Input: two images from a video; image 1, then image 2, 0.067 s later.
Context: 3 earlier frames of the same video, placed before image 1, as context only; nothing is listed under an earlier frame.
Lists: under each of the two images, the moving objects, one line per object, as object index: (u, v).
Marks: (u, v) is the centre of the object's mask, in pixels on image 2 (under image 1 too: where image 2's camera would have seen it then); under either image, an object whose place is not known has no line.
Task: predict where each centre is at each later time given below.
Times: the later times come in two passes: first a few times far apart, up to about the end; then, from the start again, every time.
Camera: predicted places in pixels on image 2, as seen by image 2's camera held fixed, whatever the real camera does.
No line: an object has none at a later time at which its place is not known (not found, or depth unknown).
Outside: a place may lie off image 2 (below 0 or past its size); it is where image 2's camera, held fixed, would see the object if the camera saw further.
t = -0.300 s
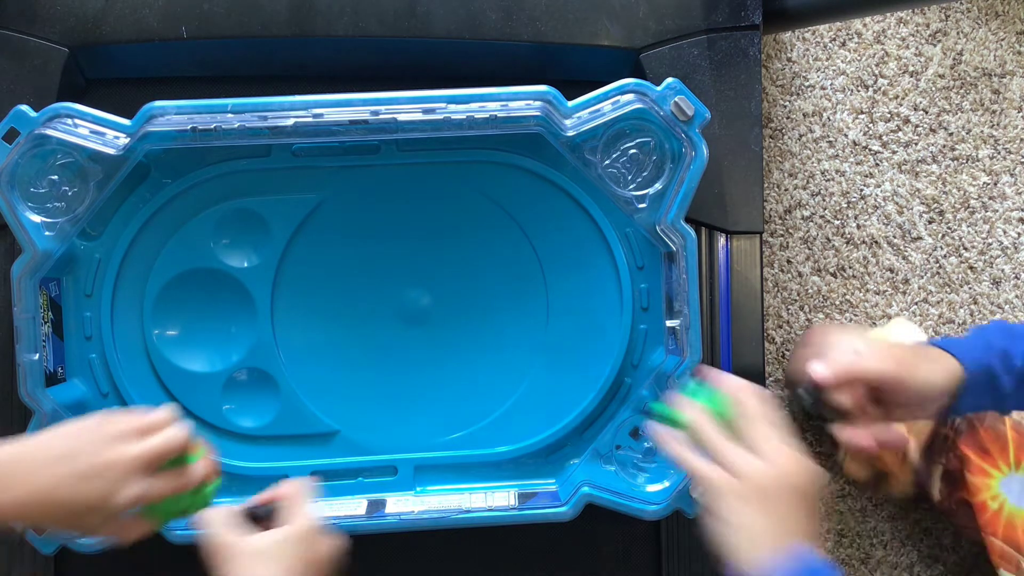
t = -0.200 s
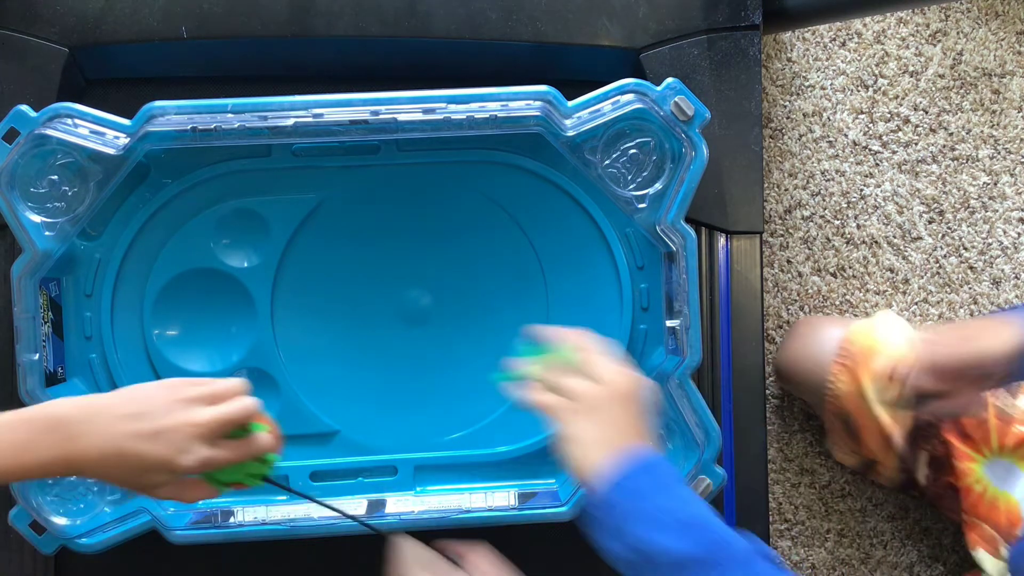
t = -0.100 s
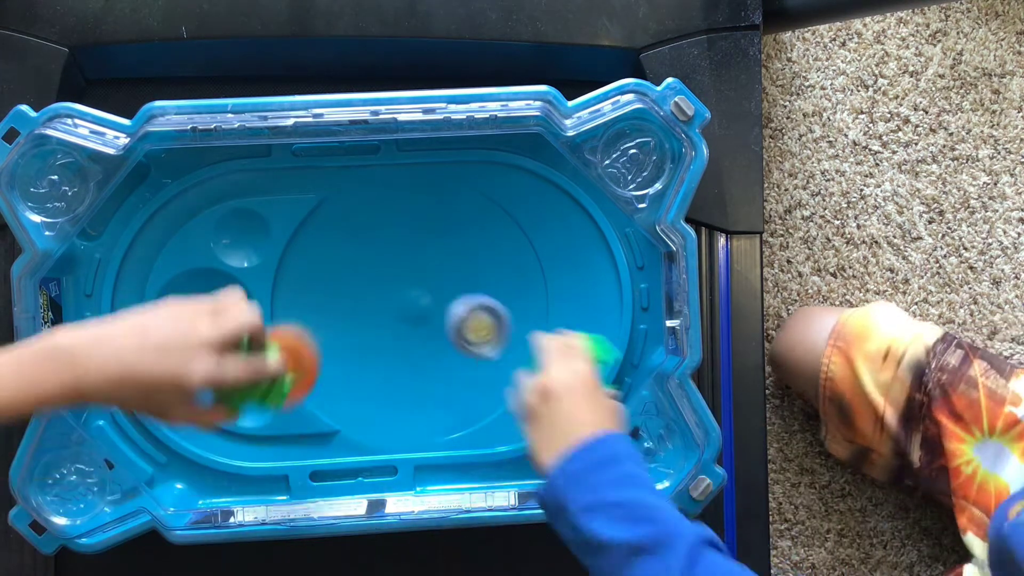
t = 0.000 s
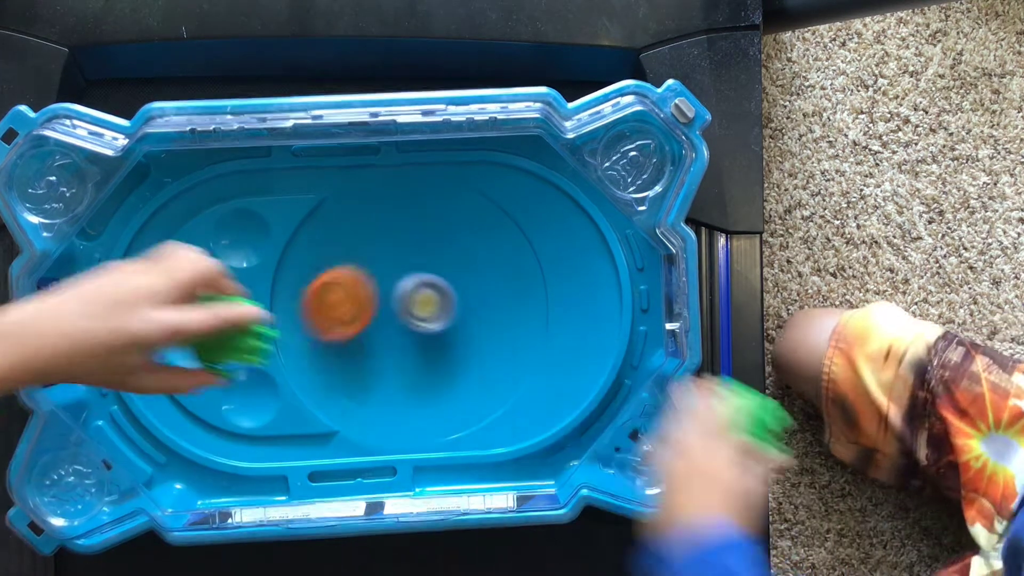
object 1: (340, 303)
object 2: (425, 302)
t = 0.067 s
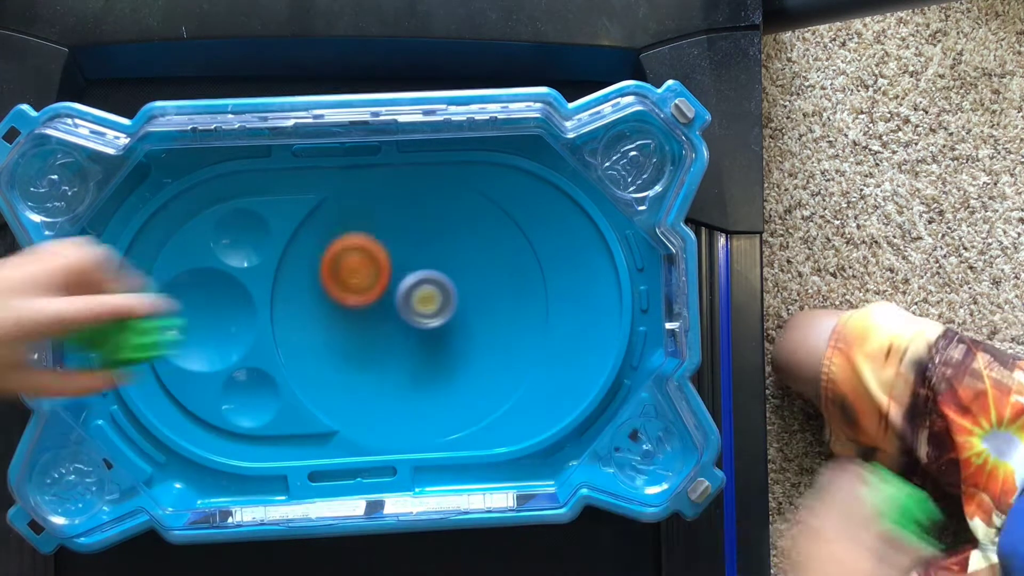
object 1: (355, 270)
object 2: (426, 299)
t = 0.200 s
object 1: (386, 237)
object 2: (466, 294)
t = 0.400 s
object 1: (421, 275)
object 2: (528, 304)
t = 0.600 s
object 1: (345, 330)
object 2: (603, 357)
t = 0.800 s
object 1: (330, 370)
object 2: (528, 367)
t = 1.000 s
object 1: (349, 363)
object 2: (427, 376)
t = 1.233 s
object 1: (299, 328)
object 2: (473, 415)
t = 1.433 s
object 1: (343, 315)
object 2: (455, 398)
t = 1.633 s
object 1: (341, 317)
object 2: (467, 398)
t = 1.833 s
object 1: (319, 320)
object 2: (477, 388)
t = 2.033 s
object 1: (354, 338)
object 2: (395, 404)
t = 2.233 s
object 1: (361, 327)
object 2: (350, 443)
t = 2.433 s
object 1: (378, 360)
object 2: (279, 445)
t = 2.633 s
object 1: (383, 390)
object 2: (202, 433)
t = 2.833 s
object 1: (380, 391)
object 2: (172, 415)
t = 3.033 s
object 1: (384, 383)
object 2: (161, 409)
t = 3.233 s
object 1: (402, 382)
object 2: (164, 408)
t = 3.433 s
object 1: (420, 381)
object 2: (181, 421)
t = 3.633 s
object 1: (426, 373)
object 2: (206, 438)
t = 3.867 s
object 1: (417, 366)
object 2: (242, 450)
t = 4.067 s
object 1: (416, 364)
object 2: (298, 452)
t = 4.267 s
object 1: (422, 357)
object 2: (357, 438)
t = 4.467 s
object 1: (420, 329)
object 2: (453, 401)
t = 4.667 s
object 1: (415, 352)
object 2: (492, 330)
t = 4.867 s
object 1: (416, 377)
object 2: (439, 287)
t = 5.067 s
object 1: (412, 358)
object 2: (375, 303)
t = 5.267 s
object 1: (408, 363)
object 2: (324, 343)
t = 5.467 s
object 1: (398, 362)
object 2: (337, 406)
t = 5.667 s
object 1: (410, 354)
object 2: (388, 439)
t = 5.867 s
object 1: (400, 337)
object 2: (449, 412)
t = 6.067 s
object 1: (393, 347)
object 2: (463, 349)
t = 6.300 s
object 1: (402, 368)
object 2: (421, 302)
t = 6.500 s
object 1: (410, 383)
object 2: (404, 275)
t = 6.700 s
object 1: (415, 358)
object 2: (362, 301)
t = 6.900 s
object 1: (426, 343)
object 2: (330, 359)
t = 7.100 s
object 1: (403, 342)
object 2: (366, 412)
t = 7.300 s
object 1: (383, 356)
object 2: (433, 411)
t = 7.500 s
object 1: (389, 379)
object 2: (469, 360)
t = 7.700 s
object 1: (413, 383)
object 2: (442, 307)
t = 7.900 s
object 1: (428, 369)
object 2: (411, 304)
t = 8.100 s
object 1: (424, 368)
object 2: (378, 283)
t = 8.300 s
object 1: (414, 363)
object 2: (340, 322)
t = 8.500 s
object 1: (419, 363)
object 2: (342, 388)
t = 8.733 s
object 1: (415, 360)
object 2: (396, 426)
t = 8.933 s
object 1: (406, 356)
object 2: (454, 403)
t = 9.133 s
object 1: (397, 360)
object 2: (469, 345)
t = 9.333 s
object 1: (390, 364)
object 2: (447, 300)
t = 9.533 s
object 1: (394, 361)
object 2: (415, 296)
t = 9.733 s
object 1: (382, 394)
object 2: (440, 280)
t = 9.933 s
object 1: (375, 389)
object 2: (416, 272)
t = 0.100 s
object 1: (360, 257)
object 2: (437, 297)
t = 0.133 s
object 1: (367, 246)
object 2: (447, 296)
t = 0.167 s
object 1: (376, 240)
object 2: (457, 295)
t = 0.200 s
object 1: (386, 237)
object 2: (466, 294)
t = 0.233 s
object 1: (397, 238)
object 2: (475, 294)
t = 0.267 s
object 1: (409, 243)
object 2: (483, 294)
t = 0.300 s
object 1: (421, 250)
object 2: (489, 294)
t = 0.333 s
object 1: (431, 259)
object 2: (493, 293)
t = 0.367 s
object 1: (436, 269)
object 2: (500, 295)
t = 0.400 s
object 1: (421, 275)
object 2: (528, 304)
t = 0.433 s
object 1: (406, 283)
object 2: (549, 314)
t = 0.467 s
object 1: (391, 291)
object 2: (565, 324)
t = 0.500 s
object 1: (378, 300)
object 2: (580, 333)
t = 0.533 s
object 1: (366, 311)
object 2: (591, 343)
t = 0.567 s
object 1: (355, 321)
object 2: (599, 351)
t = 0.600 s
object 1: (345, 330)
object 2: (603, 357)
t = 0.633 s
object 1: (338, 340)
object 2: (596, 359)
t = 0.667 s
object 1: (332, 349)
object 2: (586, 361)
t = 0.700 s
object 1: (329, 356)
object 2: (573, 362)
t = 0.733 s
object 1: (328, 362)
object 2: (560, 363)
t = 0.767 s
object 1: (328, 367)
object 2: (544, 365)
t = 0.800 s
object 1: (330, 370)
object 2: (528, 367)
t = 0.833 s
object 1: (334, 372)
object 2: (511, 368)
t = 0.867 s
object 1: (339, 372)
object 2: (493, 370)
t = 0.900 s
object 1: (345, 371)
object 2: (472, 371)
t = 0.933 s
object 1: (351, 370)
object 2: (452, 372)
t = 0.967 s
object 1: (358, 368)
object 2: (430, 373)
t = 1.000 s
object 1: (349, 363)
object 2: (427, 376)
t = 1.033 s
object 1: (334, 359)
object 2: (435, 381)
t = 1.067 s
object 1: (322, 354)
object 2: (442, 386)
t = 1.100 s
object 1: (312, 348)
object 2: (450, 392)
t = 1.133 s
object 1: (305, 343)
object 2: (456, 398)
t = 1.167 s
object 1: (300, 338)
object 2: (463, 403)
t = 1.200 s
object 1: (298, 333)
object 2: (468, 409)
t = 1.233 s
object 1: (299, 328)
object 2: (473, 415)
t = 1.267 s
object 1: (303, 323)
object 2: (477, 420)
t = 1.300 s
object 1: (308, 319)
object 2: (477, 420)
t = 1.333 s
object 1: (315, 316)
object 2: (475, 418)
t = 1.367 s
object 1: (324, 315)
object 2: (469, 411)
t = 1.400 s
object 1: (333, 314)
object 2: (463, 405)
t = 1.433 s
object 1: (343, 315)
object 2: (455, 398)
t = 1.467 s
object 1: (353, 317)
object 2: (447, 391)
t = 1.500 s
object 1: (363, 321)
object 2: (439, 386)
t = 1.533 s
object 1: (373, 327)
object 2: (430, 380)
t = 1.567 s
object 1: (372, 328)
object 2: (432, 380)
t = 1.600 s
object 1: (356, 322)
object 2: (449, 389)
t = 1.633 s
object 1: (341, 317)
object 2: (467, 398)
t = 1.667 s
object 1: (330, 314)
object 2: (484, 407)
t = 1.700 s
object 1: (323, 312)
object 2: (490, 407)
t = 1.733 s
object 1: (318, 312)
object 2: (492, 404)
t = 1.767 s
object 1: (316, 313)
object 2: (490, 398)
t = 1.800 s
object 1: (316, 316)
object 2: (485, 392)
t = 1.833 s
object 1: (319, 320)
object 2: (477, 388)
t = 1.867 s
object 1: (324, 325)
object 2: (465, 385)
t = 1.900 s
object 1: (330, 329)
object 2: (452, 384)
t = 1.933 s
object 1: (337, 334)
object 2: (436, 385)
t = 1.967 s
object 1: (345, 339)
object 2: (420, 387)
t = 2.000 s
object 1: (353, 343)
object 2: (403, 390)
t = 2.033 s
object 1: (354, 338)
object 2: (395, 404)
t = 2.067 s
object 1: (353, 333)
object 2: (386, 420)
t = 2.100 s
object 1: (354, 329)
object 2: (379, 434)
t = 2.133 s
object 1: (355, 325)
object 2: (371, 449)
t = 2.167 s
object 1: (357, 324)
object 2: (363, 452)
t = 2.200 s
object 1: (358, 325)
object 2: (356, 448)
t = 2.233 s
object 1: (361, 327)
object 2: (350, 443)
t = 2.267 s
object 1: (364, 330)
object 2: (342, 440)
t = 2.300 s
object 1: (367, 335)
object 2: (332, 440)
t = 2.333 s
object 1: (371, 341)
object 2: (321, 443)
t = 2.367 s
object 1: (373, 347)
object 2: (308, 447)
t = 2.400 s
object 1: (376, 353)
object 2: (294, 450)
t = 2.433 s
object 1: (378, 360)
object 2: (279, 445)
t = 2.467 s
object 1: (380, 366)
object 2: (266, 444)
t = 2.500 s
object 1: (381, 373)
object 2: (251, 446)
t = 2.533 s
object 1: (381, 378)
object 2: (235, 448)
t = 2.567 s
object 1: (382, 383)
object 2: (222, 446)
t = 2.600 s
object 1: (382, 387)
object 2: (212, 439)
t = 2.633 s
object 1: (383, 390)
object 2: (202, 433)
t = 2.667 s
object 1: (383, 392)
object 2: (194, 428)
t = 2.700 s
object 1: (383, 393)
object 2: (186, 425)
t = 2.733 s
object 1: (383, 393)
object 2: (179, 424)
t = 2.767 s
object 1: (382, 393)
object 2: (174, 423)
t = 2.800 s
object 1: (381, 392)
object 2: (172, 418)
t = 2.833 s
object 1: (380, 391)
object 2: (172, 415)
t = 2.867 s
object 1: (380, 390)
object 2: (172, 412)
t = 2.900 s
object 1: (380, 388)
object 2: (171, 411)
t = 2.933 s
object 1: (381, 387)
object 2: (167, 411)
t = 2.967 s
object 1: (381, 385)
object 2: (164, 411)
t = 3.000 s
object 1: (383, 384)
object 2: (160, 412)
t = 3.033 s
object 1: (384, 383)
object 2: (161, 409)
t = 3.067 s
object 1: (387, 382)
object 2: (162, 406)
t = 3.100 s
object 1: (389, 382)
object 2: (163, 405)
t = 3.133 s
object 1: (392, 382)
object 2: (163, 405)
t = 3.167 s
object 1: (395, 382)
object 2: (163, 405)
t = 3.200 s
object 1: (398, 382)
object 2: (164, 406)
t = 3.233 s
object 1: (402, 382)
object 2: (164, 408)
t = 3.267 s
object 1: (405, 383)
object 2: (167, 409)
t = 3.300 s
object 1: (409, 383)
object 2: (169, 411)
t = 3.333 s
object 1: (412, 383)
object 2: (171, 414)
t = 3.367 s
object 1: (415, 382)
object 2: (174, 416)
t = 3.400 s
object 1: (418, 382)
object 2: (177, 418)
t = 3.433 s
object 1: (420, 381)
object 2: (181, 421)
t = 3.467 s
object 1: (423, 380)
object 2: (184, 424)
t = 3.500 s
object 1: (424, 379)
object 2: (188, 427)
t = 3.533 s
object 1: (425, 378)
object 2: (192, 430)
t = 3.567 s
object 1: (426, 377)
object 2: (197, 433)
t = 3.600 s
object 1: (426, 375)
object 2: (201, 436)
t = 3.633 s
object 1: (426, 373)
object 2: (206, 438)
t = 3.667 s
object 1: (425, 372)
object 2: (210, 440)
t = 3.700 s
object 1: (424, 371)
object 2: (214, 443)
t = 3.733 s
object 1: (423, 369)
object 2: (219, 445)
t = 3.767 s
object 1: (422, 368)
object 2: (225, 446)
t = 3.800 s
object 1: (420, 368)
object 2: (230, 448)
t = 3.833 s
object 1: (418, 367)
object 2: (236, 449)
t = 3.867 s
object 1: (417, 366)
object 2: (242, 450)
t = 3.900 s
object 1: (416, 365)
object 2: (249, 451)
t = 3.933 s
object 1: (415, 365)
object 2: (257, 451)
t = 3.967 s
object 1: (415, 365)
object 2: (265, 454)
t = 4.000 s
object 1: (415, 364)
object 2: (275, 453)
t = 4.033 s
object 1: (415, 364)
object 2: (287, 449)
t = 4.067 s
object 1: (416, 364)
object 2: (298, 452)
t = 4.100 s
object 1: (416, 364)
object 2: (309, 453)
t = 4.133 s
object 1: (417, 363)
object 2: (321, 452)
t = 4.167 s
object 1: (418, 362)
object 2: (332, 450)
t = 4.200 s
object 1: (419, 361)
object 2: (341, 447)
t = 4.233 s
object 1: (421, 359)
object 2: (348, 444)
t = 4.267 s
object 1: (422, 357)
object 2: (357, 438)
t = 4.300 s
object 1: (423, 355)
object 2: (371, 433)
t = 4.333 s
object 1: (423, 352)
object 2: (386, 426)
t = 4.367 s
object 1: (423, 350)
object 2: (404, 417)
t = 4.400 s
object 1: (423, 343)
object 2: (421, 411)
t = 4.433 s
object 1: (422, 335)
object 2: (437, 407)
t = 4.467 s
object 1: (420, 329)
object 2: (453, 401)
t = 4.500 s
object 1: (418, 325)
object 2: (467, 392)
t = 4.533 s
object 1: (415, 326)
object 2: (478, 381)
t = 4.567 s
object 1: (415, 331)
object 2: (486, 370)
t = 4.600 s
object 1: (415, 338)
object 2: (491, 356)
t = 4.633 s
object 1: (415, 345)
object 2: (493, 342)
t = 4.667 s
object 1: (415, 352)
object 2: (492, 330)
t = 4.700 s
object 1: (415, 359)
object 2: (488, 319)
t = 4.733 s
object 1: (415, 365)
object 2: (481, 308)
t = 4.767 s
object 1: (415, 369)
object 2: (473, 300)
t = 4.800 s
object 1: (416, 373)
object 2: (463, 293)
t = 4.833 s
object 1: (416, 375)
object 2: (451, 289)
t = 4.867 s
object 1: (416, 377)
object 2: (439, 287)
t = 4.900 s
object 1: (416, 376)
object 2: (427, 286)
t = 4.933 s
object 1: (416, 374)
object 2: (414, 290)
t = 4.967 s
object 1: (416, 372)
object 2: (403, 292)
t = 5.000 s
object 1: (415, 368)
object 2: (394, 293)
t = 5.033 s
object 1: (414, 363)
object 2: (384, 297)
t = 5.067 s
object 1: (412, 358)
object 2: (375, 303)
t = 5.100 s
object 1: (412, 358)
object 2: (363, 306)
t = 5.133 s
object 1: (413, 361)
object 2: (351, 309)
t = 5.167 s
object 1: (413, 362)
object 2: (342, 314)
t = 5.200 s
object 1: (411, 363)
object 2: (334, 322)
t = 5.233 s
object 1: (410, 363)
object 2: (329, 332)
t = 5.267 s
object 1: (408, 363)
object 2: (324, 343)
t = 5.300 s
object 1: (406, 363)
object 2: (322, 353)
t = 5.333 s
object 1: (403, 363)
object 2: (323, 364)
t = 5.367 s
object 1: (401, 363)
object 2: (324, 375)
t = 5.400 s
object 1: (398, 363)
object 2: (328, 386)
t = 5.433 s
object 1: (396, 364)
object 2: (334, 395)
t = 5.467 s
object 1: (398, 362)
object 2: (337, 406)
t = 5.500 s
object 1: (402, 359)
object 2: (339, 418)
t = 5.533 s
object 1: (406, 357)
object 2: (345, 428)
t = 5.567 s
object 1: (408, 356)
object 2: (353, 435)
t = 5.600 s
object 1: (410, 355)
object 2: (364, 439)
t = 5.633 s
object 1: (410, 354)
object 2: (376, 441)
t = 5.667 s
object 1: (410, 354)
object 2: (388, 439)
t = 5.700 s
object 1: (409, 354)
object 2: (400, 433)
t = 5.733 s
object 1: (408, 355)
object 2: (411, 426)
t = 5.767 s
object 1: (406, 352)
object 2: (420, 422)
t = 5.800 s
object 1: (404, 345)
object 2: (430, 422)
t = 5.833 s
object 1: (402, 340)
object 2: (440, 418)
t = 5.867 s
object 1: (400, 337)
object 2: (449, 412)
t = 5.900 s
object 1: (399, 335)
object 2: (457, 403)
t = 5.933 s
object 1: (398, 335)
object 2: (463, 392)
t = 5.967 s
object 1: (397, 337)
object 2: (466, 382)
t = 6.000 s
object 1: (398, 340)
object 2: (465, 371)
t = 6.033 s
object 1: (397, 343)
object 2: (463, 361)
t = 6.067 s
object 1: (393, 347)
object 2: (463, 349)
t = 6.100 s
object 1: (390, 351)
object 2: (463, 338)
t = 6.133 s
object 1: (389, 355)
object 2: (460, 326)
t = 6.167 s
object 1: (389, 359)
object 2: (455, 318)
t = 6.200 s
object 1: (391, 362)
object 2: (448, 311)
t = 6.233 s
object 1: (394, 365)
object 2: (439, 306)
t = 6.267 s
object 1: (397, 367)
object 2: (428, 303)
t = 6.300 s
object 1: (402, 368)
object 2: (421, 302)
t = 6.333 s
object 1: (404, 373)
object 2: (420, 295)
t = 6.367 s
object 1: (404, 378)
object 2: (420, 287)
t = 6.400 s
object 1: (405, 381)
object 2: (420, 282)
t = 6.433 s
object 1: (407, 383)
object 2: (416, 279)
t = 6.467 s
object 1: (409, 384)
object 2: (411, 276)
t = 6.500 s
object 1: (410, 383)
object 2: (404, 275)
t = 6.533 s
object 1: (412, 380)
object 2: (396, 274)
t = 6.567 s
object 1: (413, 377)
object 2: (389, 275)
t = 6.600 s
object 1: (414, 372)
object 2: (383, 278)
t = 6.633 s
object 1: (415, 368)
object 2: (376, 283)
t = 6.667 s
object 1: (415, 362)
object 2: (368, 291)
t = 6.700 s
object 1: (415, 358)
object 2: (362, 301)
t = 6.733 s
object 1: (416, 353)
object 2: (358, 311)
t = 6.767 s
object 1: (420, 350)
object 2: (350, 320)
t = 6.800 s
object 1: (424, 348)
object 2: (342, 327)
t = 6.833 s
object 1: (426, 346)
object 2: (336, 336)
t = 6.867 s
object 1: (427, 344)
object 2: (332, 347)
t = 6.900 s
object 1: (426, 343)
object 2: (330, 359)
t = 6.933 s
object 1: (423, 342)
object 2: (330, 369)
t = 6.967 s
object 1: (420, 341)
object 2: (333, 380)
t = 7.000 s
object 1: (416, 340)
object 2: (339, 389)
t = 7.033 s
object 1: (412, 340)
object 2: (347, 398)
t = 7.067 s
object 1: (407, 341)
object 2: (356, 407)
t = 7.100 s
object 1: (403, 342)
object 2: (366, 412)
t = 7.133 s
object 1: (398, 344)
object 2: (377, 414)
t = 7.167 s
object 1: (394, 346)
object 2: (389, 415)
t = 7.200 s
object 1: (391, 347)
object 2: (401, 417)
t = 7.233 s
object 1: (388, 350)
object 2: (413, 417)
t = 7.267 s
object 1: (385, 353)
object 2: (423, 416)
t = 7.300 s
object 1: (383, 356)
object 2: (433, 411)
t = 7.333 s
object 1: (382, 360)
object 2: (442, 405)
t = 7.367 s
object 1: (382, 364)
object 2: (451, 398)
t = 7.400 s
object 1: (383, 368)
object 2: (458, 390)
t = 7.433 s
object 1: (384, 372)
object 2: (463, 381)
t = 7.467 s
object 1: (386, 376)
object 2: (466, 371)
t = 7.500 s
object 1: (389, 379)
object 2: (469, 360)
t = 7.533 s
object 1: (392, 382)
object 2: (469, 350)
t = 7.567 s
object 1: (396, 383)
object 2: (467, 341)
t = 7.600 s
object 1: (400, 384)
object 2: (463, 331)
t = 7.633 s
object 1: (405, 385)
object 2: (457, 322)
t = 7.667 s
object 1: (409, 384)
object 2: (450, 313)
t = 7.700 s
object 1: (413, 383)
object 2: (442, 307)
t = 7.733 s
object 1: (417, 381)
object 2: (432, 303)
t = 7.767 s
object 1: (421, 379)
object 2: (424, 301)
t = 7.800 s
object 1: (423, 376)
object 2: (420, 300)
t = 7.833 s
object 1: (426, 373)
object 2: (418, 302)
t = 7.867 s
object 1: (427, 371)
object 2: (416, 304)
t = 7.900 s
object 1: (428, 369)
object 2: (411, 304)
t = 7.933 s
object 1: (428, 370)
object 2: (406, 298)
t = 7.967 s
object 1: (428, 371)
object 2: (401, 291)
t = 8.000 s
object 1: (428, 370)
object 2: (396, 284)
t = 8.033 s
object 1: (427, 370)
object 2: (390, 282)
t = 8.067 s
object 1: (426, 369)
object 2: (384, 282)
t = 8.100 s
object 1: (424, 368)
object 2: (378, 283)
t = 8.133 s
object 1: (422, 367)
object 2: (371, 286)
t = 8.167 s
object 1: (420, 366)
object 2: (363, 290)
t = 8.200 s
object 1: (418, 365)
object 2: (356, 296)
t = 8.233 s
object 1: (417, 364)
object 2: (349, 303)
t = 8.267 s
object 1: (415, 364)
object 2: (344, 311)
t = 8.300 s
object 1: (414, 363)
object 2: (340, 322)
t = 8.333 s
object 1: (412, 363)
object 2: (338, 333)
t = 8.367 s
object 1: (411, 362)
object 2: (338, 345)
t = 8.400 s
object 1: (410, 362)
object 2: (341, 356)
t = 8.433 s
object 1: (412, 363)
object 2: (342, 366)
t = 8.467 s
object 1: (416, 363)
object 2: (341, 377)
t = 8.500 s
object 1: (419, 363)
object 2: (342, 388)
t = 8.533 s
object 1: (420, 363)
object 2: (344, 397)
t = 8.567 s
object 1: (421, 363)
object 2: (349, 406)
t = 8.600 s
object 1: (421, 363)
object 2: (356, 413)
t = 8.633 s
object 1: (420, 363)
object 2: (365, 419)
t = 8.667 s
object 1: (418, 363)
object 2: (375, 422)
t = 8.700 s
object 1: (416, 363)
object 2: (386, 424)
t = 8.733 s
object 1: (415, 360)
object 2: (396, 426)
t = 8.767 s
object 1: (413, 357)
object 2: (407, 428)
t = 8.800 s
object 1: (412, 355)
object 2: (417, 427)
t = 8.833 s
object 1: (410, 355)
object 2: (428, 424)
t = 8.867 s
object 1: (409, 354)
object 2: (438, 419)
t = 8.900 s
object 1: (407, 355)
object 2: (447, 412)
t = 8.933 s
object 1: (406, 356)
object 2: (454, 403)
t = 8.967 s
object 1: (403, 355)
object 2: (460, 395)
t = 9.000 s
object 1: (401, 355)
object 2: (464, 386)
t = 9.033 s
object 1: (400, 356)
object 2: (468, 376)
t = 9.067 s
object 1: (399, 357)
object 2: (469, 365)
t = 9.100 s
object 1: (400, 358)
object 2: (467, 355)
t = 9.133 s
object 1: (397, 360)
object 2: (469, 345)
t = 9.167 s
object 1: (393, 362)
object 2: (470, 336)
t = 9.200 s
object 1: (391, 363)
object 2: (469, 327)
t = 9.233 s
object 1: (390, 364)
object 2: (465, 319)
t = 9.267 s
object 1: (390, 364)
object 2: (461, 312)
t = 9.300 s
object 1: (390, 364)
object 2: (455, 305)
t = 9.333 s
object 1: (390, 364)
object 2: (447, 300)
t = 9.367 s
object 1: (391, 363)
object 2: (438, 296)
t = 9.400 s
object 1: (391, 363)
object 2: (428, 295)
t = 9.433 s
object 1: (392, 362)
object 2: (420, 295)
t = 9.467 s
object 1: (392, 362)
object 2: (416, 295)
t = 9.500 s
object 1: (393, 361)
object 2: (414, 295)
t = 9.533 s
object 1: (394, 361)
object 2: (415, 296)
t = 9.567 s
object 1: (394, 360)
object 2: (418, 298)
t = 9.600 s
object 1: (394, 360)
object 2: (420, 301)
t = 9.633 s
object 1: (392, 368)
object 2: (426, 295)
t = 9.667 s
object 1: (388, 379)
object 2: (433, 288)
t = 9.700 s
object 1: (385, 388)
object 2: (438, 283)
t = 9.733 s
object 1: (382, 394)
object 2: (440, 280)
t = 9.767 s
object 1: (381, 398)
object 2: (439, 278)
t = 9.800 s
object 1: (380, 398)
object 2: (436, 278)
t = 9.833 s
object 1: (379, 397)
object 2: (432, 277)
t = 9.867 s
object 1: (378, 394)
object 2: (427, 276)
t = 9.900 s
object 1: (377, 392)
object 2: (422, 274)
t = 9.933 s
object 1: (375, 389)
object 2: (416, 272)
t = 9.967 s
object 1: (373, 386)
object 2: (410, 272)
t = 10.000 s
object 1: (370, 384)
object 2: (403, 276)
